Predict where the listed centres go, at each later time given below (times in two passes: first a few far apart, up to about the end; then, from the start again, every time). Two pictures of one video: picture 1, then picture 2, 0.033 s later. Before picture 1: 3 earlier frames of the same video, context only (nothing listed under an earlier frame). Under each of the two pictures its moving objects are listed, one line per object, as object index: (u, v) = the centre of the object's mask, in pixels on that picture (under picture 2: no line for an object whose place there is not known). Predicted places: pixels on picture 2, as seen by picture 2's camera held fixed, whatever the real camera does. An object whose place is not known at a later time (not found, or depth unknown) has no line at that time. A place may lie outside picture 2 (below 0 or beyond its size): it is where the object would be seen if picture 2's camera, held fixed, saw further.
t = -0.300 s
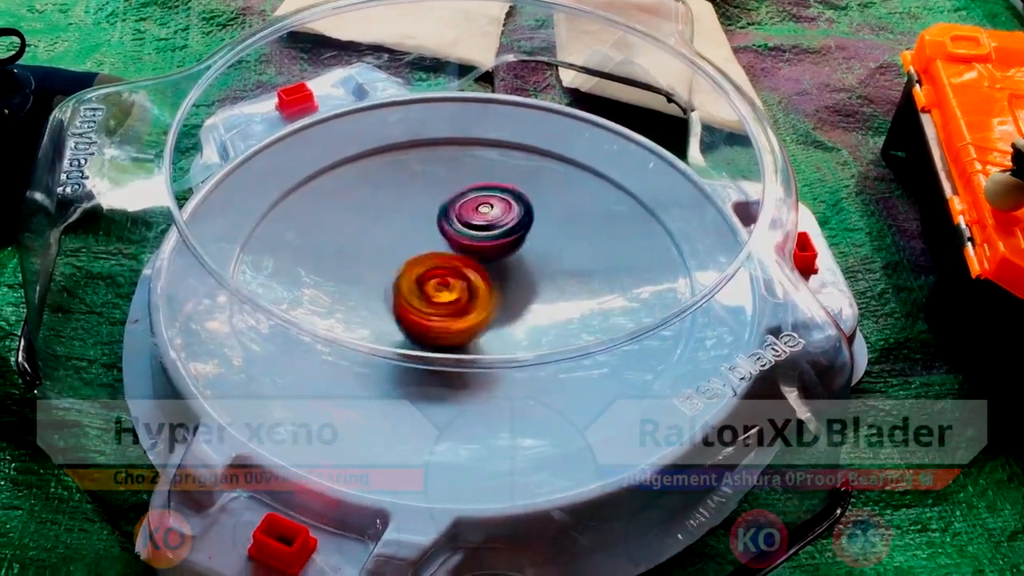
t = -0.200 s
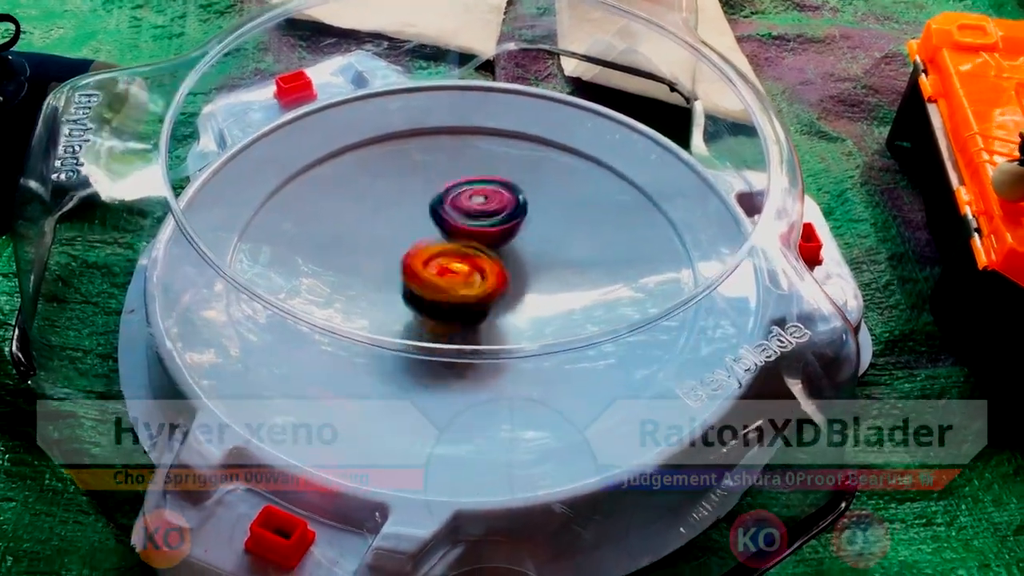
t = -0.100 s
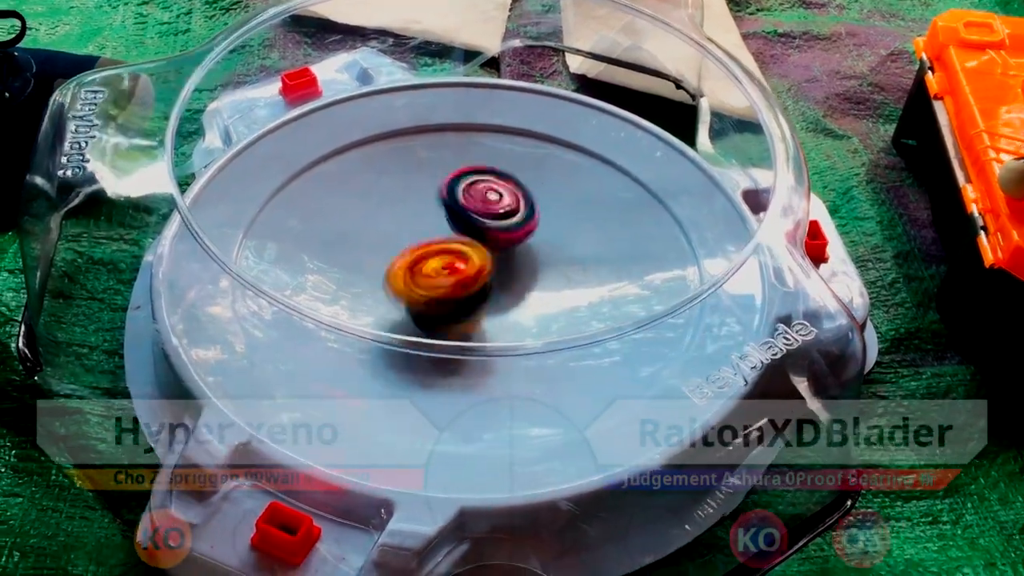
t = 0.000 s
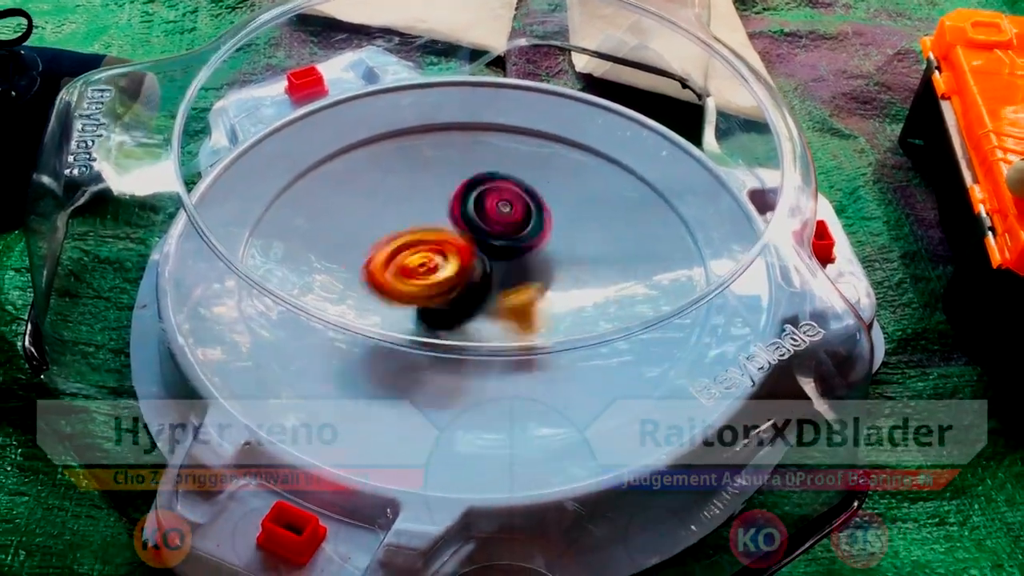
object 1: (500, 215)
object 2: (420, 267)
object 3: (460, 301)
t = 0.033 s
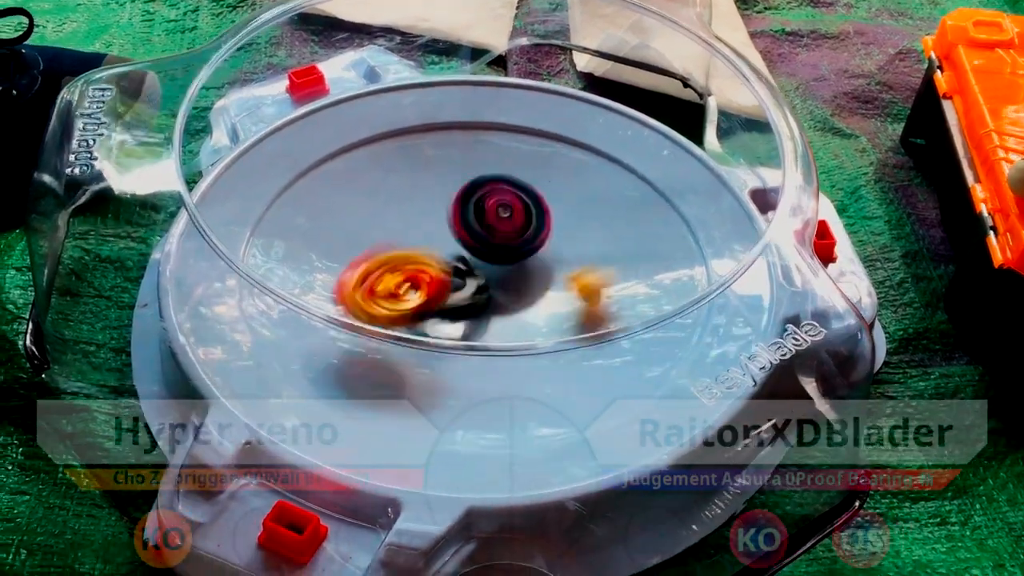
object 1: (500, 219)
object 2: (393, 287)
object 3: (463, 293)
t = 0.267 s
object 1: (529, 210)
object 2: (341, 380)
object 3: (358, 300)
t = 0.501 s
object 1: (514, 221)
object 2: (505, 373)
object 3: (364, 294)
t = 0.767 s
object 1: (502, 266)
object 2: (535, 341)
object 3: (364, 294)
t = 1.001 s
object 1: (476, 284)
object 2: (537, 357)
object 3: (365, 294)
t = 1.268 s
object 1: (463, 280)
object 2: (538, 358)
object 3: (366, 295)
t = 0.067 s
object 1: (497, 221)
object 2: (366, 324)
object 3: (443, 276)
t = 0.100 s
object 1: (504, 219)
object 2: (347, 352)
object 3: (431, 282)
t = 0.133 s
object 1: (513, 214)
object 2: (337, 353)
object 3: (409, 294)
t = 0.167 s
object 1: (520, 212)
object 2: (335, 359)
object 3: (390, 295)
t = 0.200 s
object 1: (525, 210)
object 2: (334, 374)
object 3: (374, 300)
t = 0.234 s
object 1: (527, 209)
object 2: (337, 375)
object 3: (366, 296)
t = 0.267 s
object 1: (529, 210)
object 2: (341, 380)
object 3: (358, 300)
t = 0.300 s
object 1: (528, 212)
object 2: (353, 377)
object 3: (358, 301)
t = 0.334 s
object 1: (526, 211)
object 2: (369, 375)
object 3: (359, 302)
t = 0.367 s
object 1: (523, 214)
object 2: (401, 381)
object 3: (359, 298)
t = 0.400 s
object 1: (517, 216)
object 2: (430, 383)
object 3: (361, 295)
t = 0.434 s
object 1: (514, 218)
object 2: (456, 384)
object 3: (363, 294)
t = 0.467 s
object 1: (513, 219)
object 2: (483, 385)
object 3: (364, 294)
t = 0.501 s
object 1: (514, 221)
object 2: (505, 373)
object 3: (364, 294)
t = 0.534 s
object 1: (513, 224)
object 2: (521, 364)
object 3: (364, 294)
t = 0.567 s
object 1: (512, 227)
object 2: (529, 358)
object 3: (364, 294)
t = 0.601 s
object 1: (512, 230)
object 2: (534, 341)
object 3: (364, 294)
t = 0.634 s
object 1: (511, 236)
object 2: (536, 342)
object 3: (364, 294)
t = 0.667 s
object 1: (507, 243)
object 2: (535, 341)
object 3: (364, 294)
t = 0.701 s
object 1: (507, 250)
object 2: (535, 341)
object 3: (364, 295)
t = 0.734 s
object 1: (505, 257)
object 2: (534, 341)
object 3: (364, 295)
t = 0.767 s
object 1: (502, 266)
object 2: (535, 341)
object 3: (364, 294)
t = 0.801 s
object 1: (498, 274)
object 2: (536, 341)
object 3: (364, 295)
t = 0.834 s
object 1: (497, 278)
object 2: (542, 357)
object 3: (365, 295)
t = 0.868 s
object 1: (493, 280)
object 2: (539, 340)
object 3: (365, 294)
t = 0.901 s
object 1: (487, 285)
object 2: (542, 356)
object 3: (365, 294)
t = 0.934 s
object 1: (483, 284)
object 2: (538, 357)
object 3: (365, 294)
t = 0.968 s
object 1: (481, 283)
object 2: (537, 358)
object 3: (364, 294)
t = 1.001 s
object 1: (476, 284)
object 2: (537, 357)
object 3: (365, 294)
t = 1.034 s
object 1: (475, 283)
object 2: (535, 358)
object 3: (365, 295)
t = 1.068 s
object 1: (472, 282)
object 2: (536, 358)
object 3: (365, 295)
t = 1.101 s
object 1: (469, 282)
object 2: (535, 358)
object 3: (365, 295)
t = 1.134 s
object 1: (469, 282)
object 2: (536, 358)
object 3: (365, 295)
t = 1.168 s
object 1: (467, 282)
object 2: (538, 358)
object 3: (365, 295)
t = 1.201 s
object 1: (465, 281)
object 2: (535, 358)
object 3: (365, 295)
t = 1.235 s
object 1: (465, 281)
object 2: (538, 358)
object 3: (366, 295)
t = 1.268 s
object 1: (463, 280)
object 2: (538, 358)
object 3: (366, 295)
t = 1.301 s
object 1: (465, 278)
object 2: (538, 358)
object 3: (366, 295)
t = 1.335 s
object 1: (462, 277)
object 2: (536, 358)
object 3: (366, 296)
